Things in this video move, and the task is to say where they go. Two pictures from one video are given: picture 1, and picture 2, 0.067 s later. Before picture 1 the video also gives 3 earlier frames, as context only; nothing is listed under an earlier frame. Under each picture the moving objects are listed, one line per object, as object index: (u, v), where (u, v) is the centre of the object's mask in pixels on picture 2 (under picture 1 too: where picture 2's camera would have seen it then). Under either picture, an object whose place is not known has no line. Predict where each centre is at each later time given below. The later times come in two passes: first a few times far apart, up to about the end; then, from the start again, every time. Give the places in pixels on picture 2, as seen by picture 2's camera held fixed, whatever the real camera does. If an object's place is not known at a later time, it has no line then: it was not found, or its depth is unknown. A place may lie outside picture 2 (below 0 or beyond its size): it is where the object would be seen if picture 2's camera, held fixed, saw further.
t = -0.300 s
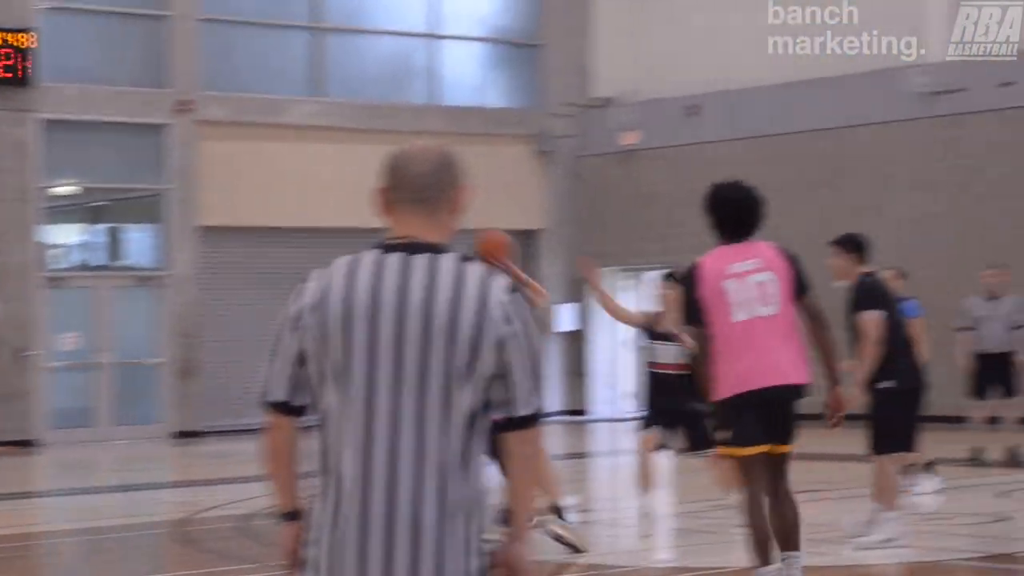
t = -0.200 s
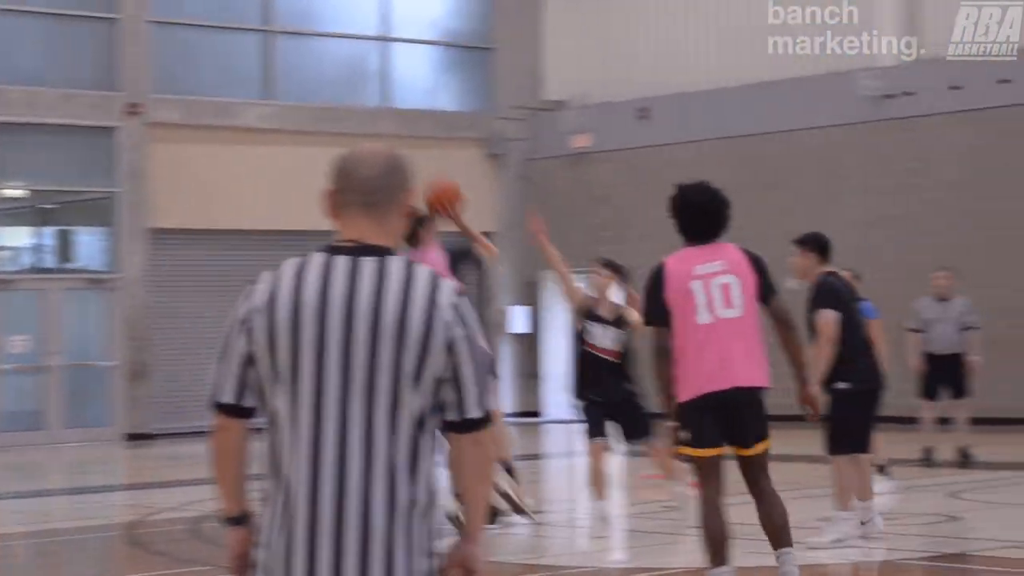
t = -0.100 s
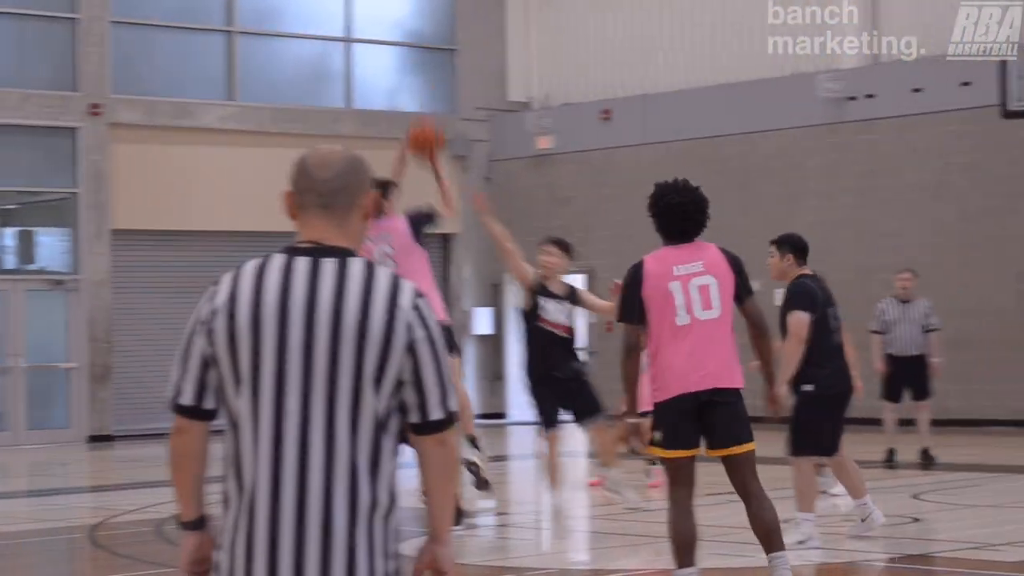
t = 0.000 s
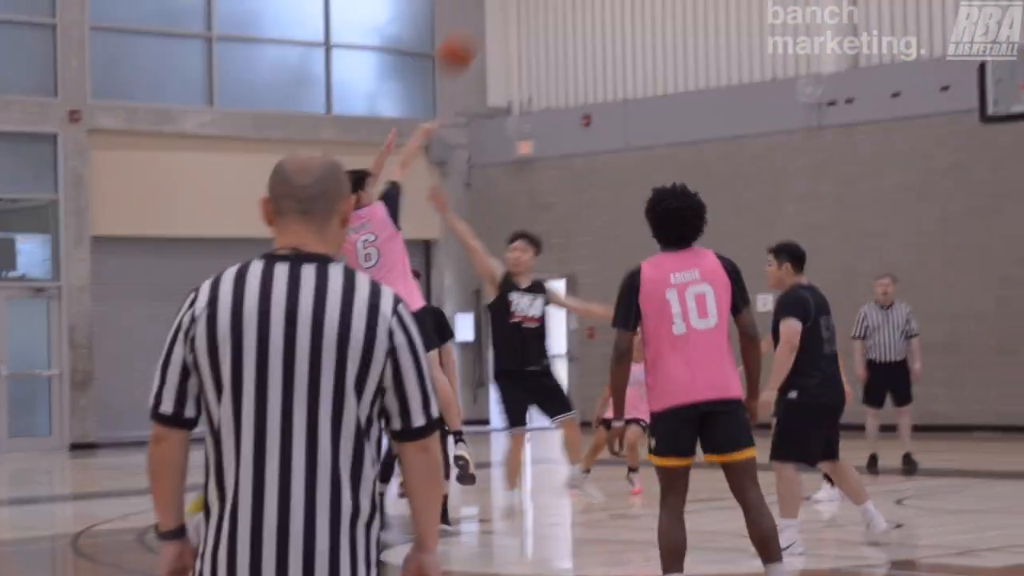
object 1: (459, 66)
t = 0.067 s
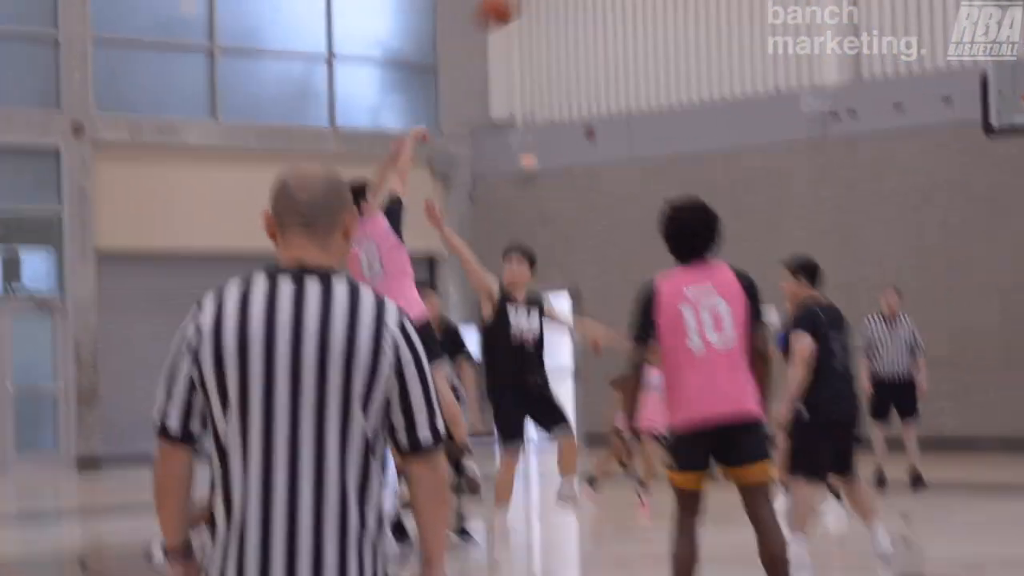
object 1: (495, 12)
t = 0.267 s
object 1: (616, -122)
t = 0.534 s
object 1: (765, -179)
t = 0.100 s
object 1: (518, -14)
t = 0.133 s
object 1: (535, -45)
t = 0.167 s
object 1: (557, -76)
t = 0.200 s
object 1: (576, -98)
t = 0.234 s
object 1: (596, -110)
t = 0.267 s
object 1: (616, -122)
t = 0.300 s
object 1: (636, -138)
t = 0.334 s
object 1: (656, -148)
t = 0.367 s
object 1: (674, -155)
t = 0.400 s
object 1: (693, -163)
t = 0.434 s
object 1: (712, -169)
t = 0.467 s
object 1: (731, -174)
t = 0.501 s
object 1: (748, -177)
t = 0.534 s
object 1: (765, -179)
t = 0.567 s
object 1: (784, -179)
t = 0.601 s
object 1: (800, -178)
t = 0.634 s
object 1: (816, -174)
